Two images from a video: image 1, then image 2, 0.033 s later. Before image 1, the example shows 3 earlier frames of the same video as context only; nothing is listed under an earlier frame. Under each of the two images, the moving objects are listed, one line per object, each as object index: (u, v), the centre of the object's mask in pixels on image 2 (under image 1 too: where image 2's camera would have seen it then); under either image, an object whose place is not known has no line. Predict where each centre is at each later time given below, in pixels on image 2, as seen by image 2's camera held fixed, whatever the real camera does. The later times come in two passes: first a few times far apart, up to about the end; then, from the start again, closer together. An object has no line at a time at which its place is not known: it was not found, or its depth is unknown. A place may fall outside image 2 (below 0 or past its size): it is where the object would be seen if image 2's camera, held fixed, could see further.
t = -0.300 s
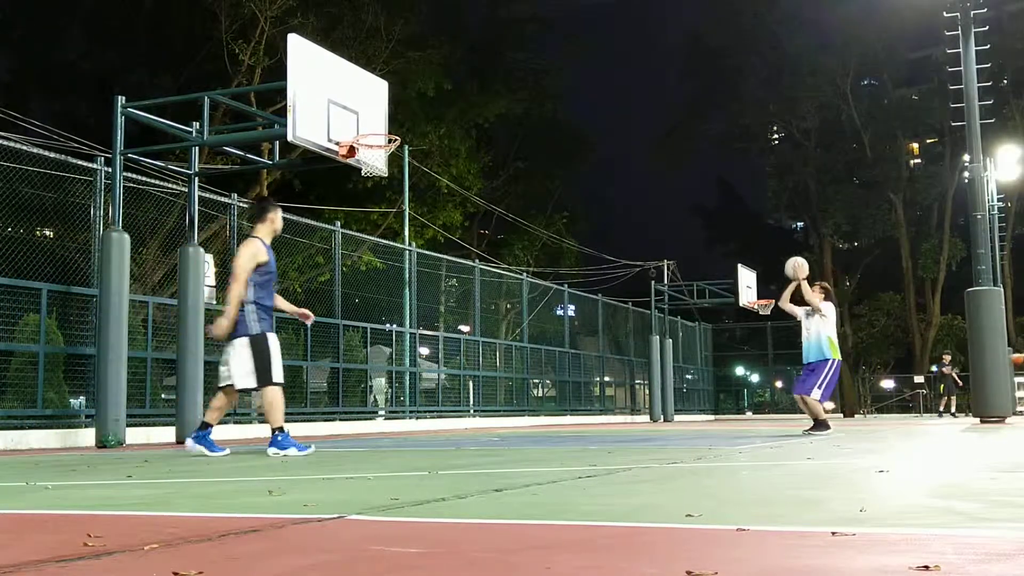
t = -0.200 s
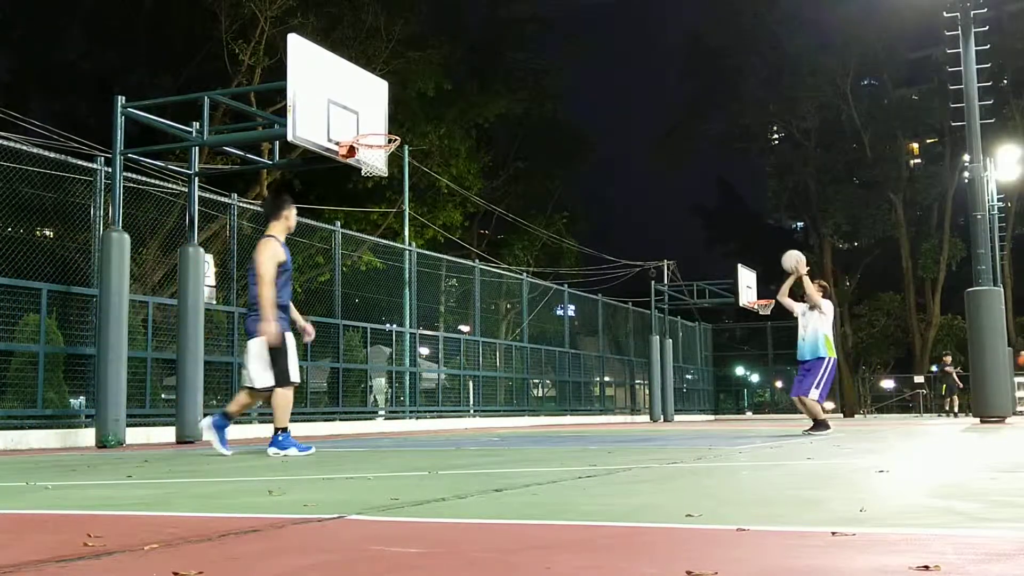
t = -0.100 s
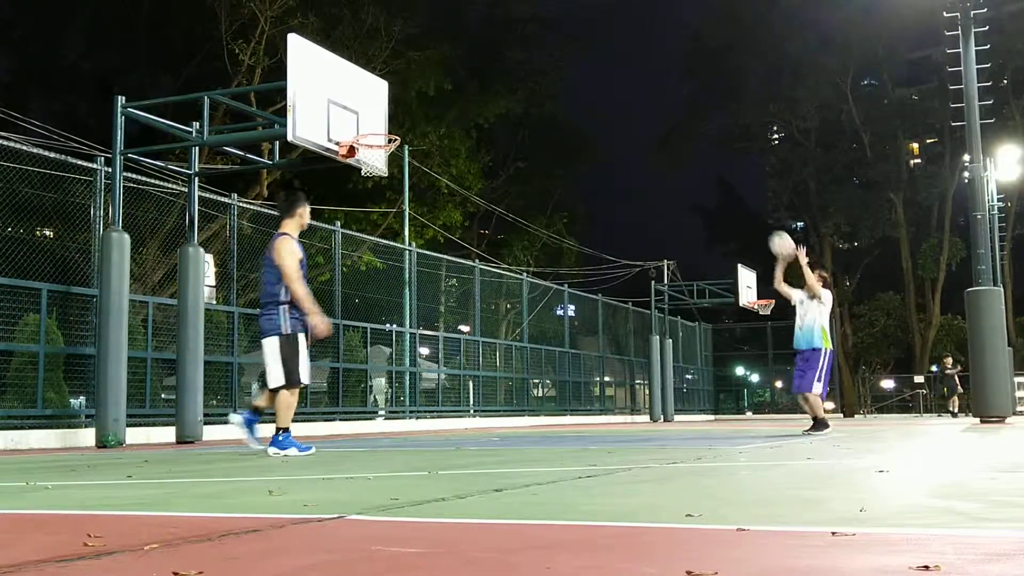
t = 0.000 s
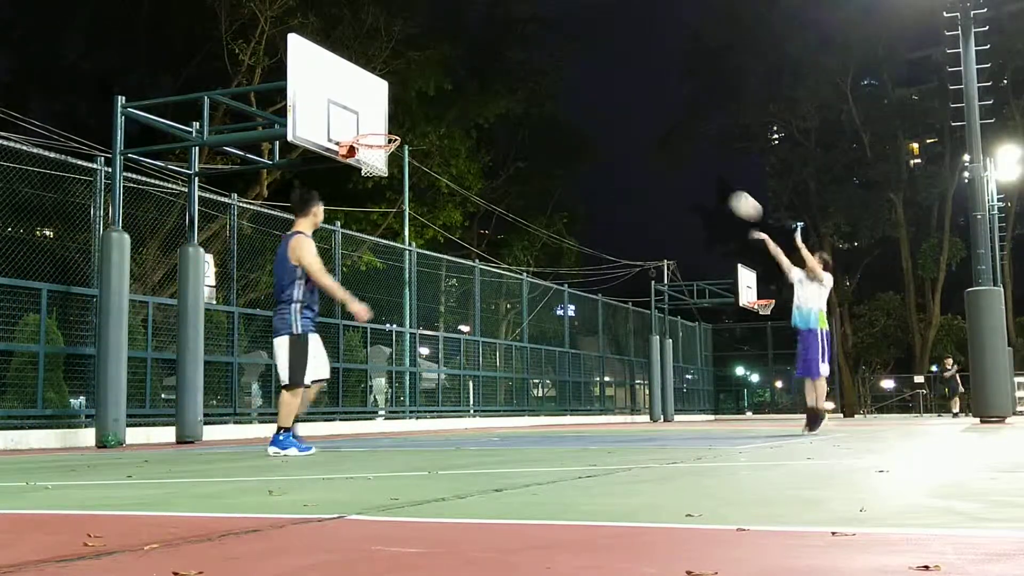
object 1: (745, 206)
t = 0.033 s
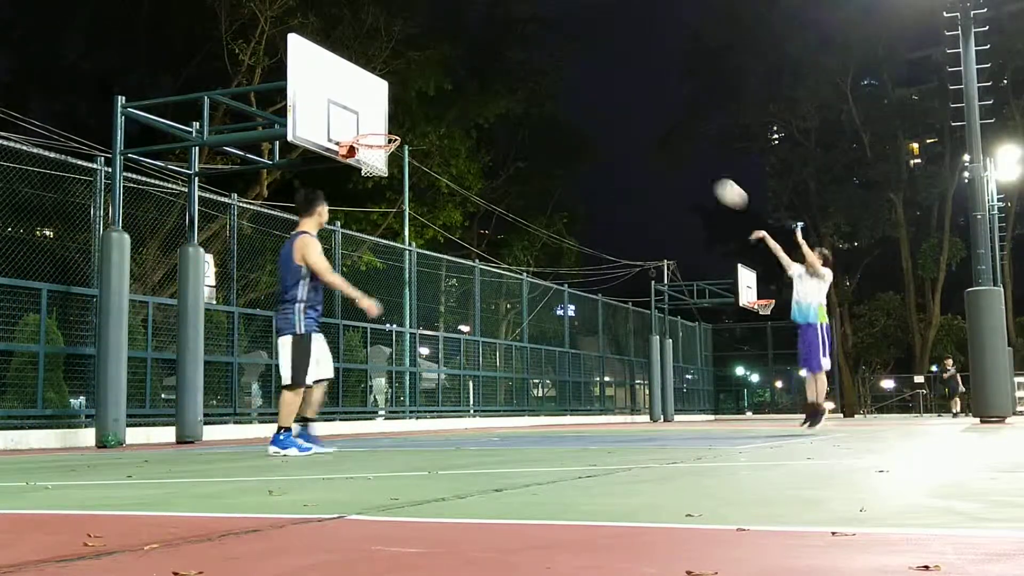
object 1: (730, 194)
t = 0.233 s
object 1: (642, 141)
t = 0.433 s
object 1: (554, 124)
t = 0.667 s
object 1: (451, 149)
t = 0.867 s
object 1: (359, 213)
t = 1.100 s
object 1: (246, 341)
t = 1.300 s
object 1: (167, 391)
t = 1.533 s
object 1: (123, 277)
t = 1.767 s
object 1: (75, 220)
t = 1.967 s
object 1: (33, 213)
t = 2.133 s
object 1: (5, 237)
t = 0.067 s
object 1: (715, 183)
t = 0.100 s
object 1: (701, 173)
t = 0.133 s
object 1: (686, 163)
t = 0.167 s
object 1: (672, 155)
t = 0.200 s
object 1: (657, 148)
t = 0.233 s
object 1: (642, 141)
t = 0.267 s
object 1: (628, 136)
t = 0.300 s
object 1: (613, 132)
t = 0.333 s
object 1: (599, 128)
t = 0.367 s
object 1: (584, 126)
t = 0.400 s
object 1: (569, 124)
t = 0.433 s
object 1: (554, 124)
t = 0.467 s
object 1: (540, 124)
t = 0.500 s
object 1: (525, 126)
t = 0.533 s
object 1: (510, 129)
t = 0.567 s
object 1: (496, 132)
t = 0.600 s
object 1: (481, 137)
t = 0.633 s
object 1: (466, 142)
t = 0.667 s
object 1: (451, 149)
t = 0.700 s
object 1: (437, 156)
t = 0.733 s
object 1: (422, 166)
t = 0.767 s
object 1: (405, 176)
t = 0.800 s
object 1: (389, 188)
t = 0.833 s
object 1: (376, 199)
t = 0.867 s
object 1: (359, 213)
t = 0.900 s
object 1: (344, 227)
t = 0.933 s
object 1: (327, 244)
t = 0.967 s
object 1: (312, 261)
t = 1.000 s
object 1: (296, 278)
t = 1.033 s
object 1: (280, 297)
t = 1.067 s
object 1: (262, 320)
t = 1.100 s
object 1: (246, 341)
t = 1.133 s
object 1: (230, 364)
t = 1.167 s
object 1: (214, 388)
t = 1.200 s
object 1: (196, 414)
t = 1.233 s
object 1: (181, 430)
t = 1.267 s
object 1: (173, 410)
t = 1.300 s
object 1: (167, 391)
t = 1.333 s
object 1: (161, 370)
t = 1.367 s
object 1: (154, 352)
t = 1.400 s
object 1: (148, 335)
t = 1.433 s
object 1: (141, 320)
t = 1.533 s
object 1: (123, 277)
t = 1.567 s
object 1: (115, 265)
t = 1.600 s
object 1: (109, 254)
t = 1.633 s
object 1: (102, 246)
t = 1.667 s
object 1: (95, 238)
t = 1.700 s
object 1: (88, 230)
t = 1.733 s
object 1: (81, 225)
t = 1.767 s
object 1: (75, 220)
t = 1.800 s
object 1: (68, 216)
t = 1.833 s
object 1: (61, 214)
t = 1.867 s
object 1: (54, 211)
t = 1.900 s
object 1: (47, 211)
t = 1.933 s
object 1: (40, 212)
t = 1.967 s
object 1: (33, 213)
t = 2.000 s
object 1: (26, 216)
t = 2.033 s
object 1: (19, 220)
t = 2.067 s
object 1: (13, 225)
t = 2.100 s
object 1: (9, 231)
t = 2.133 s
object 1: (5, 237)
